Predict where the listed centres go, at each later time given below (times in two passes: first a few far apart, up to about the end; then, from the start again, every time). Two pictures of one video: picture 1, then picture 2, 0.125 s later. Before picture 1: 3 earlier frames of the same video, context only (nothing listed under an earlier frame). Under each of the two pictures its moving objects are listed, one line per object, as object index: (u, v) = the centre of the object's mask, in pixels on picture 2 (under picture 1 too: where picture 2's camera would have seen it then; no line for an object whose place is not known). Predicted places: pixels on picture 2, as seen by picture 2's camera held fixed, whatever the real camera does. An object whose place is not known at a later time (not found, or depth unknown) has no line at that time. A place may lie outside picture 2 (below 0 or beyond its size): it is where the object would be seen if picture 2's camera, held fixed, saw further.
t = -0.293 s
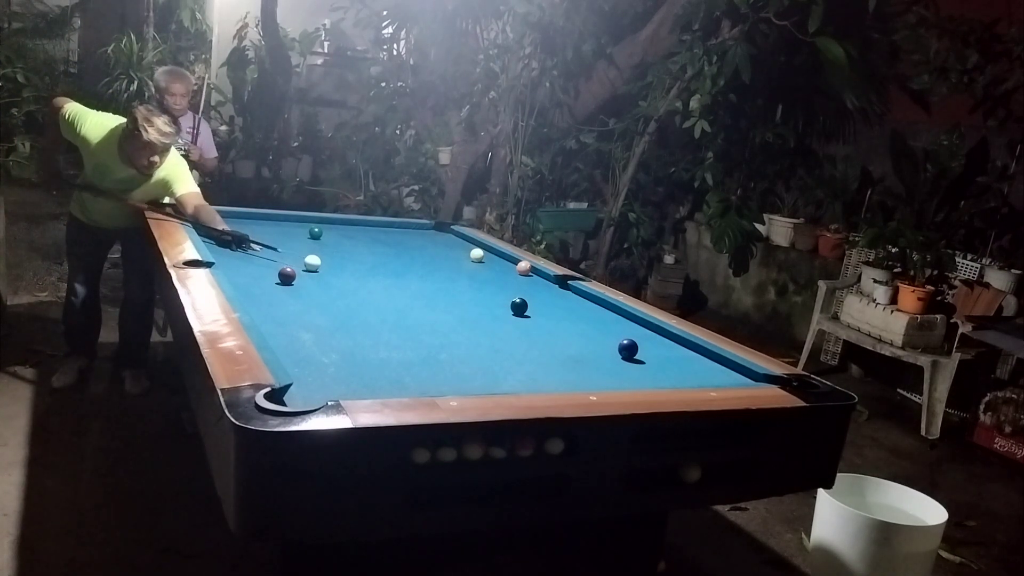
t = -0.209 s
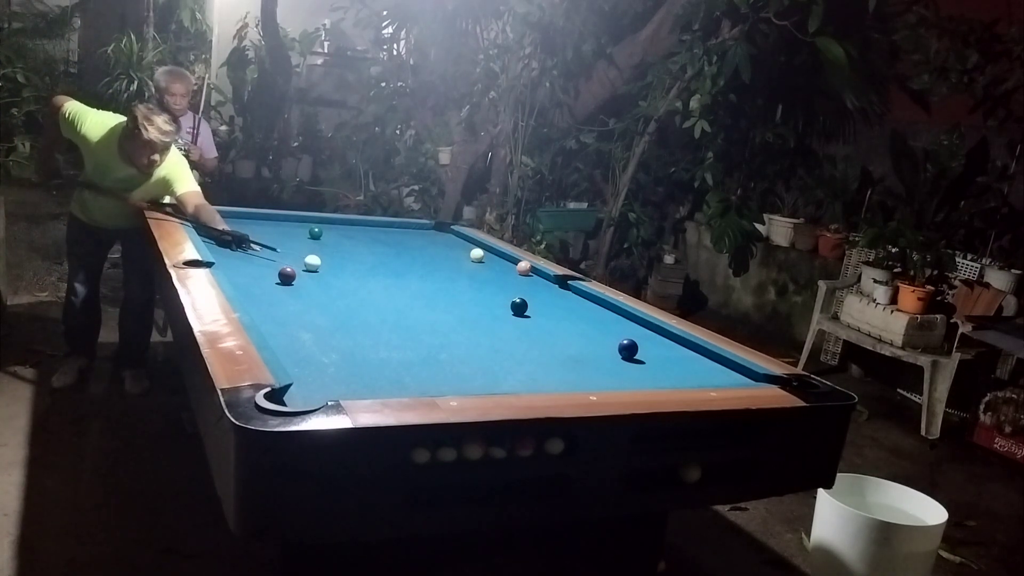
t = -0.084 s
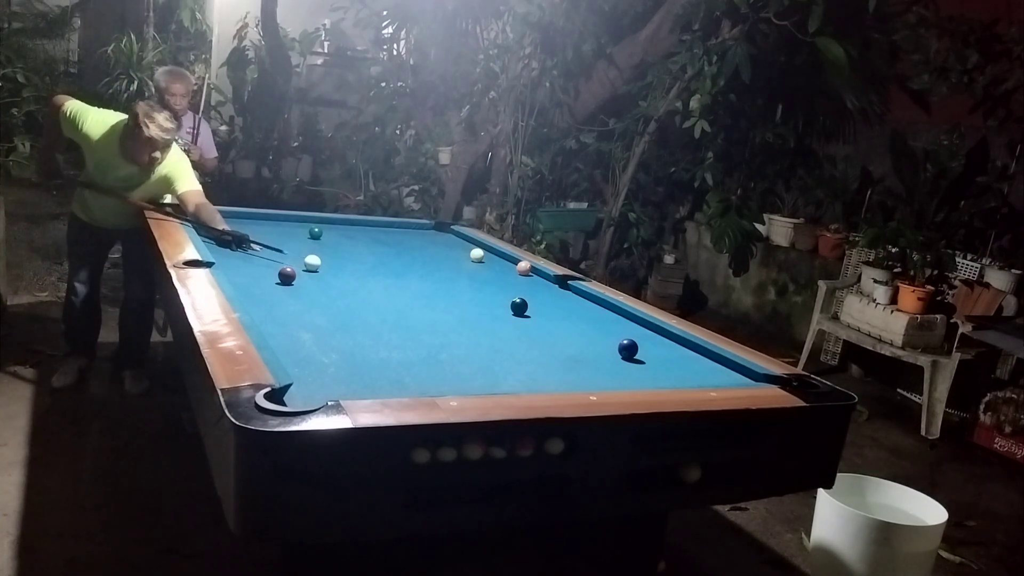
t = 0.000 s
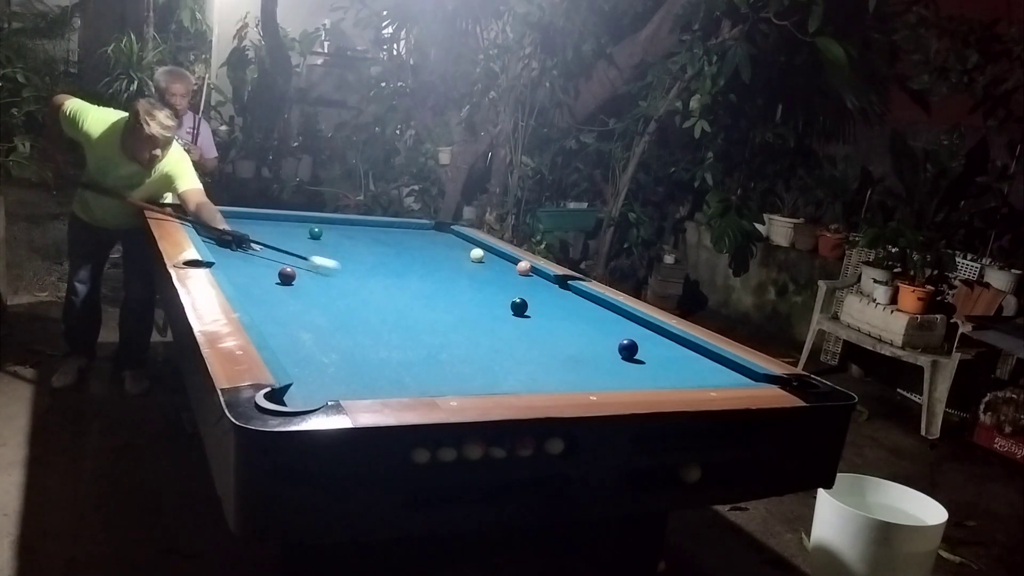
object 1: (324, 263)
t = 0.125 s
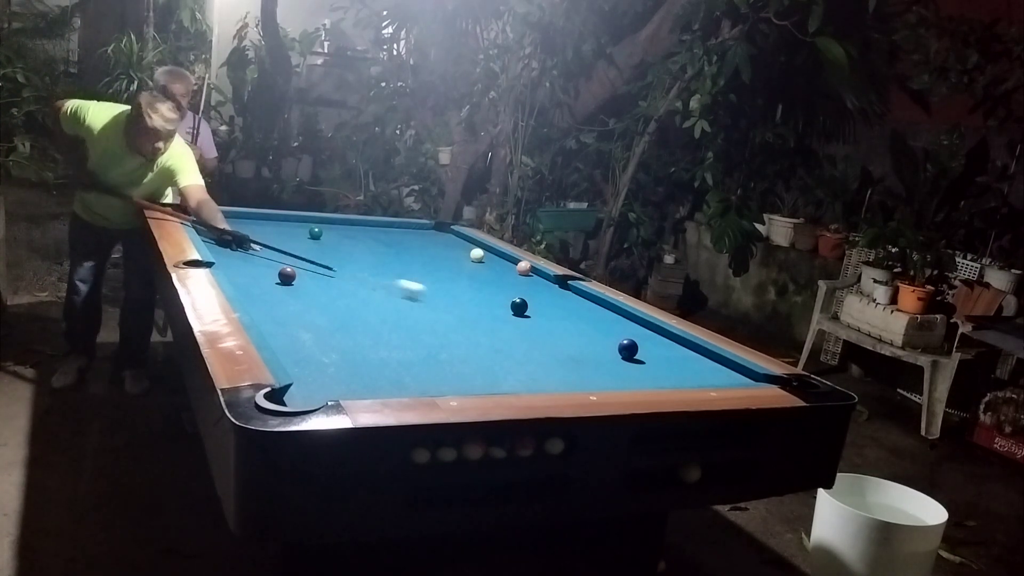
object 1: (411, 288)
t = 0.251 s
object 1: (498, 311)
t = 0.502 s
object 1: (612, 349)
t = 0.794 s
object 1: (672, 374)
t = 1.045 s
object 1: (692, 376)
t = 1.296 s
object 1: (677, 366)
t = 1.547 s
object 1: (664, 356)
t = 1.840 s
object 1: (651, 346)
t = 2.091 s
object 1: (639, 337)
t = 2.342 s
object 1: (630, 331)
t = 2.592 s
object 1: (622, 325)
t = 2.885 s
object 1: (613, 319)
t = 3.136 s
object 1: (606, 314)
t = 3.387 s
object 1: (600, 311)
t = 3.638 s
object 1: (595, 307)
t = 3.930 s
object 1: (590, 304)
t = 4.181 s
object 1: (585, 302)
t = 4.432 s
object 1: (582, 300)
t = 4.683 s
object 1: (580, 298)
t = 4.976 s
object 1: (577, 297)
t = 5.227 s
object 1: (575, 296)
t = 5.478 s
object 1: (574, 295)
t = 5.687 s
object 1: (574, 295)
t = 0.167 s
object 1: (439, 296)
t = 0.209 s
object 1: (469, 304)
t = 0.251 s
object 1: (498, 311)
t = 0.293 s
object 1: (530, 320)
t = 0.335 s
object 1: (563, 329)
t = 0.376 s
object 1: (597, 340)
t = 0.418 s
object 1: (608, 345)
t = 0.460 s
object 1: (609, 347)
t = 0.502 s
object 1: (612, 349)
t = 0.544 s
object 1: (617, 351)
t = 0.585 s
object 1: (624, 354)
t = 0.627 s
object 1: (632, 358)
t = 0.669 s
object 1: (642, 362)
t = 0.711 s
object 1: (652, 365)
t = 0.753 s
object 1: (662, 369)
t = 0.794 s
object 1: (672, 374)
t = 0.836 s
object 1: (681, 376)
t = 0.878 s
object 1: (692, 378)
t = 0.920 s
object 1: (699, 380)
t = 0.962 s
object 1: (696, 379)
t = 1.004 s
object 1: (694, 377)
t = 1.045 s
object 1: (692, 376)
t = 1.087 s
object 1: (689, 375)
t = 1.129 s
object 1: (686, 374)
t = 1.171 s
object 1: (684, 373)
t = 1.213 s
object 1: (682, 370)
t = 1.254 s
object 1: (679, 368)
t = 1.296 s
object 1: (677, 366)
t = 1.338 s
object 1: (675, 365)
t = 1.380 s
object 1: (673, 363)
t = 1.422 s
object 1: (671, 361)
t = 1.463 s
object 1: (668, 359)
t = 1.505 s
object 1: (666, 358)
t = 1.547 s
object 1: (664, 356)
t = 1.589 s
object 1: (662, 355)
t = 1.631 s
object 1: (660, 353)
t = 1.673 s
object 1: (658, 352)
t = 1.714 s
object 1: (657, 350)
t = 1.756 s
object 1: (655, 349)
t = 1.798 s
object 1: (653, 348)
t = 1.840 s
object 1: (651, 346)
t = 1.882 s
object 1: (650, 345)
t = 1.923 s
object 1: (648, 344)
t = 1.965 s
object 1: (646, 342)
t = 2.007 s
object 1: (644, 341)
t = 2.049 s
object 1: (643, 340)
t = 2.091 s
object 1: (639, 337)
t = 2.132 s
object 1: (638, 336)
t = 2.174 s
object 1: (636, 335)
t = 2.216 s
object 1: (635, 334)
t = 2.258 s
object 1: (633, 333)
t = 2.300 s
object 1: (632, 332)
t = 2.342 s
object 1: (630, 331)
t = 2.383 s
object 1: (629, 330)
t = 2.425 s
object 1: (627, 329)
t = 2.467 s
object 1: (626, 328)
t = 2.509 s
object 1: (625, 327)
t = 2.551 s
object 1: (623, 326)
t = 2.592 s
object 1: (622, 325)
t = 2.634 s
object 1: (620, 324)
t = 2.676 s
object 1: (619, 323)
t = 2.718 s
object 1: (618, 322)
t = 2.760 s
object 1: (616, 322)
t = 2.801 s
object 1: (615, 321)
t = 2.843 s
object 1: (614, 320)
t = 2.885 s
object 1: (613, 319)
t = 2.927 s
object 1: (612, 318)
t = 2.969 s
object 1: (610, 317)
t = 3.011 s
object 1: (609, 317)
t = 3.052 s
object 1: (608, 316)
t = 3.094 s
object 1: (607, 315)
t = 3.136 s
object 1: (606, 314)
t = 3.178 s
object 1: (605, 314)
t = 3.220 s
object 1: (604, 313)
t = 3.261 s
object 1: (603, 313)
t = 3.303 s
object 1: (602, 312)
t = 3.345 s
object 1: (601, 311)
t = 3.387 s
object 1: (600, 311)
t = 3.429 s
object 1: (599, 310)
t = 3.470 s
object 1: (598, 310)
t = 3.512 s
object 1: (597, 309)
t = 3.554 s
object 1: (597, 308)
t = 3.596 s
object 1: (596, 308)
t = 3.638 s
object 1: (595, 307)
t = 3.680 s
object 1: (594, 307)
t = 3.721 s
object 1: (593, 306)
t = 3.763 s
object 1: (593, 306)
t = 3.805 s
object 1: (592, 306)
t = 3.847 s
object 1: (591, 305)
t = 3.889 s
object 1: (590, 305)
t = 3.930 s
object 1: (590, 304)
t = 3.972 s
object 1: (589, 304)
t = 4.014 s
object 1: (588, 303)
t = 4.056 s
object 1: (588, 303)
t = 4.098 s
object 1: (587, 302)
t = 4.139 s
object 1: (586, 302)
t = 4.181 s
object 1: (585, 302)
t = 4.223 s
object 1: (585, 301)
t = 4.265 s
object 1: (584, 301)
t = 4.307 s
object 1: (584, 301)
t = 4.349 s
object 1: (583, 300)
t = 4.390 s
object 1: (583, 300)
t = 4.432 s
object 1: (582, 300)
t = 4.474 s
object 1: (582, 299)
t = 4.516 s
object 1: (582, 299)
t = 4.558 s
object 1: (581, 299)
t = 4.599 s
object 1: (581, 299)
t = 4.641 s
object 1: (580, 298)
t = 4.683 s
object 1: (580, 298)
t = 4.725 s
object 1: (579, 298)
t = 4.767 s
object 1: (579, 298)
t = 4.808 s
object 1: (579, 298)
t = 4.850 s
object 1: (578, 297)
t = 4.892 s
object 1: (578, 297)
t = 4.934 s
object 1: (578, 297)
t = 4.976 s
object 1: (577, 297)
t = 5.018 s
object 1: (577, 297)
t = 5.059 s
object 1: (576, 296)
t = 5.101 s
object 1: (576, 296)
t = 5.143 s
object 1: (576, 296)
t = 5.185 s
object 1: (575, 296)
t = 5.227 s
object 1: (575, 296)
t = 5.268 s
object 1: (574, 295)
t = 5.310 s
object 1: (574, 296)
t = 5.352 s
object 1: (574, 295)
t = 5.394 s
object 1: (574, 295)
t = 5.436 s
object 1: (574, 295)
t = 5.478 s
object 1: (574, 295)
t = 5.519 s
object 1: (574, 295)
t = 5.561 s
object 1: (574, 295)
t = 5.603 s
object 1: (574, 295)
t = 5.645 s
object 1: (574, 295)
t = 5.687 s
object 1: (574, 295)
